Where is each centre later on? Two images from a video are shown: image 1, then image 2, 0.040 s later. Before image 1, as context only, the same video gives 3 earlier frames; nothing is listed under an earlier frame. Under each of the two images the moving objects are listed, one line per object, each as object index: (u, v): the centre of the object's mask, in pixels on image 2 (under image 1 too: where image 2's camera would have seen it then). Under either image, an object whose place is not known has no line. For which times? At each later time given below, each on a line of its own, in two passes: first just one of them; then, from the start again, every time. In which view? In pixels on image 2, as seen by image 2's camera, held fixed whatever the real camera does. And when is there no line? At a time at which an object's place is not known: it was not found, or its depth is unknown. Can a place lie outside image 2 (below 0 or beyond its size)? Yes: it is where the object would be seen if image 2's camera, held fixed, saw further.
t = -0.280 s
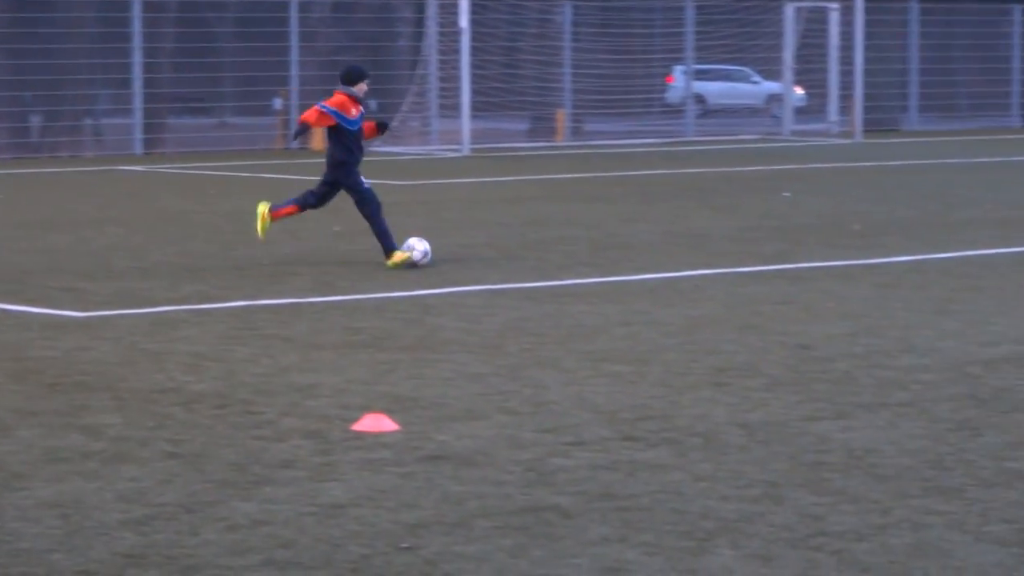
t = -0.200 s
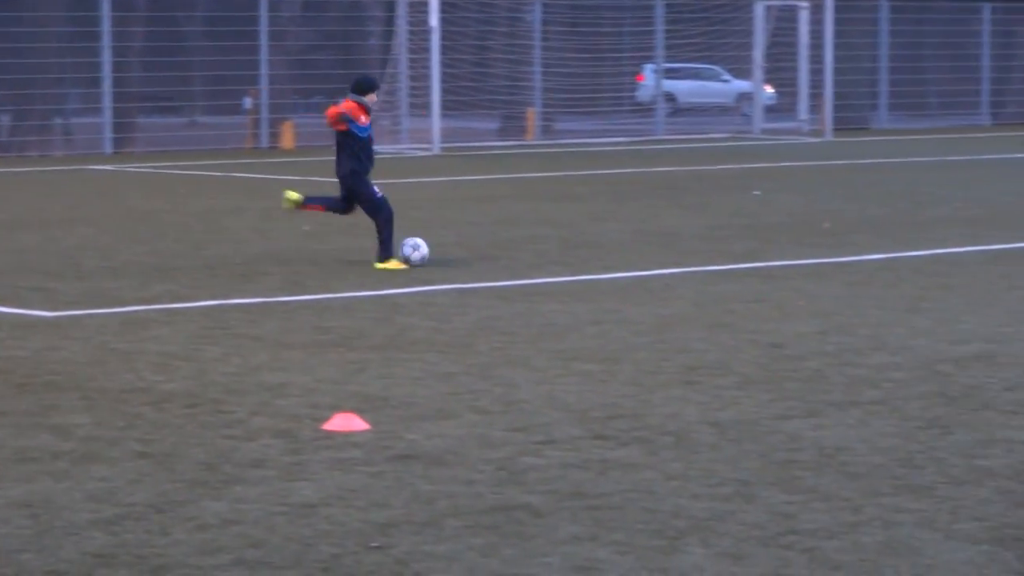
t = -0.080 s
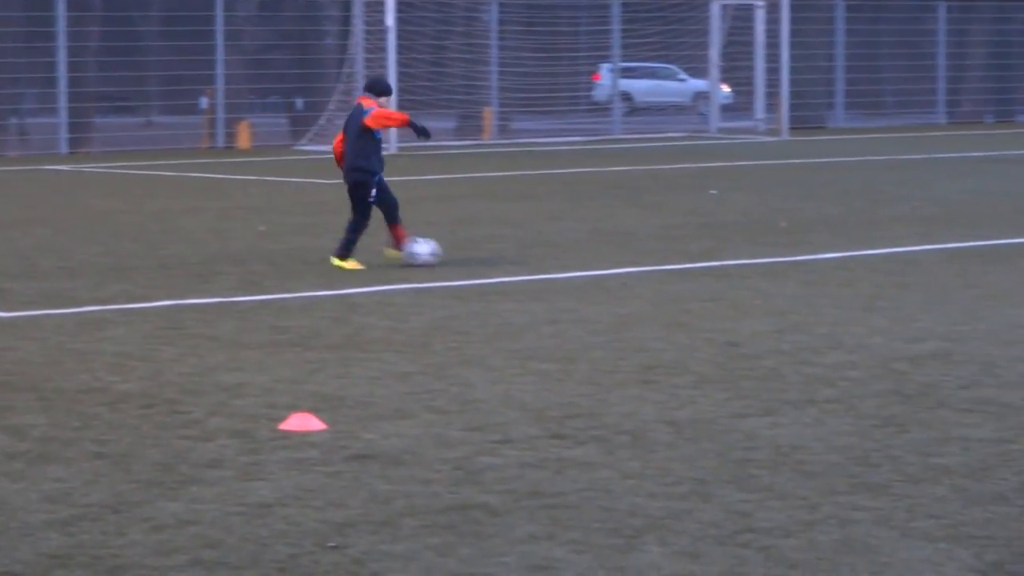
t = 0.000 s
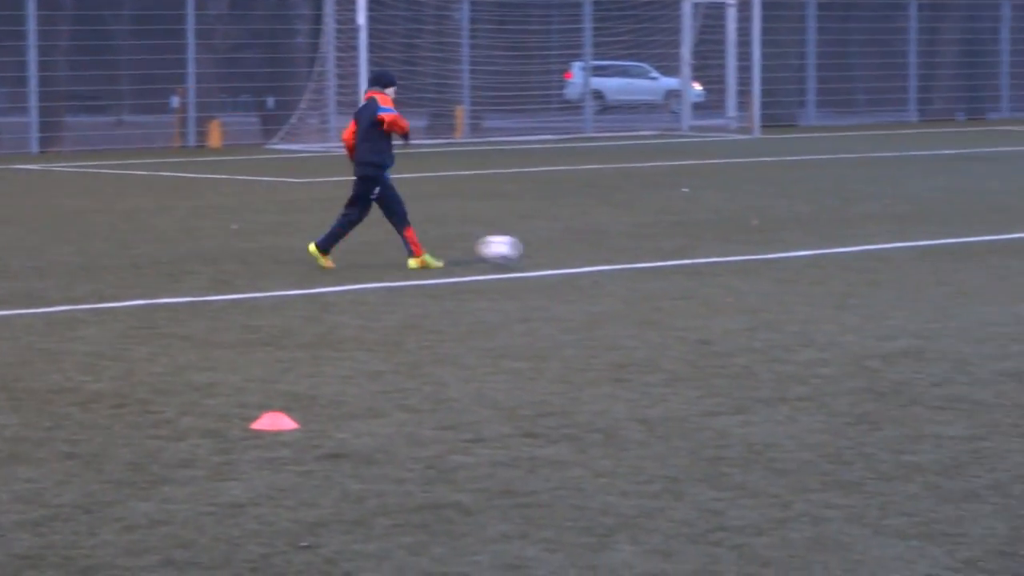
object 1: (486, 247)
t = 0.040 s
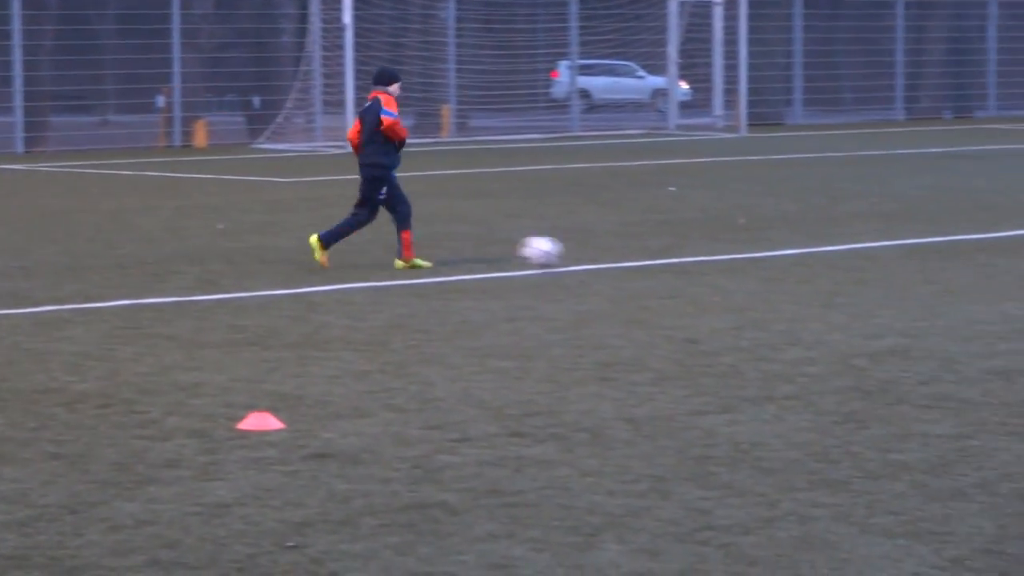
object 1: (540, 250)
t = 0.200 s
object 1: (764, 261)
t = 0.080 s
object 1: (597, 253)
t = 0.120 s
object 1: (654, 261)
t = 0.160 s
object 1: (708, 259)
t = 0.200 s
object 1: (764, 261)
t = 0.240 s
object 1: (820, 265)
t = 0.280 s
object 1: (876, 270)
